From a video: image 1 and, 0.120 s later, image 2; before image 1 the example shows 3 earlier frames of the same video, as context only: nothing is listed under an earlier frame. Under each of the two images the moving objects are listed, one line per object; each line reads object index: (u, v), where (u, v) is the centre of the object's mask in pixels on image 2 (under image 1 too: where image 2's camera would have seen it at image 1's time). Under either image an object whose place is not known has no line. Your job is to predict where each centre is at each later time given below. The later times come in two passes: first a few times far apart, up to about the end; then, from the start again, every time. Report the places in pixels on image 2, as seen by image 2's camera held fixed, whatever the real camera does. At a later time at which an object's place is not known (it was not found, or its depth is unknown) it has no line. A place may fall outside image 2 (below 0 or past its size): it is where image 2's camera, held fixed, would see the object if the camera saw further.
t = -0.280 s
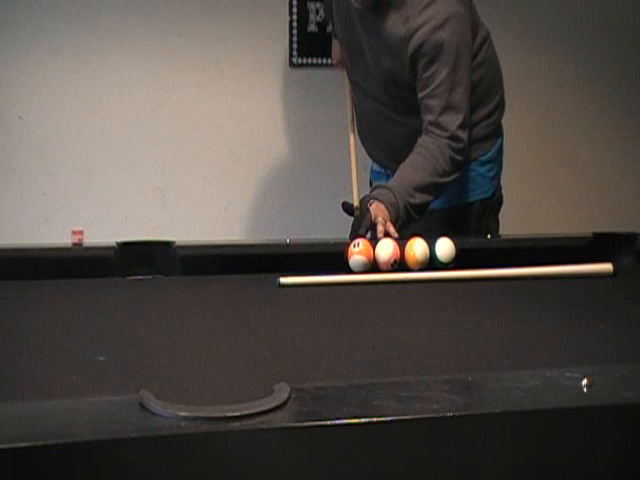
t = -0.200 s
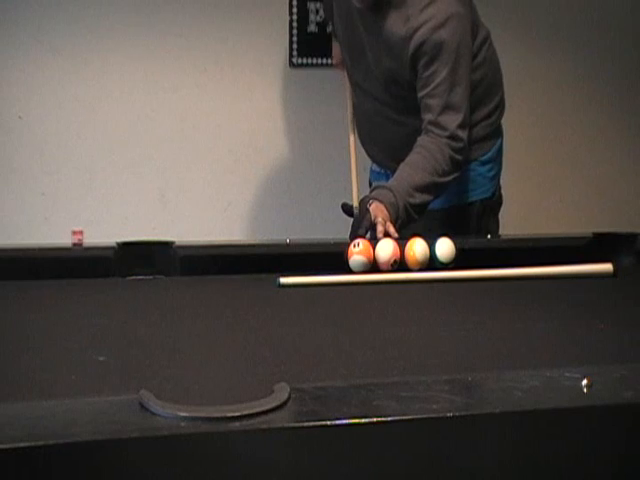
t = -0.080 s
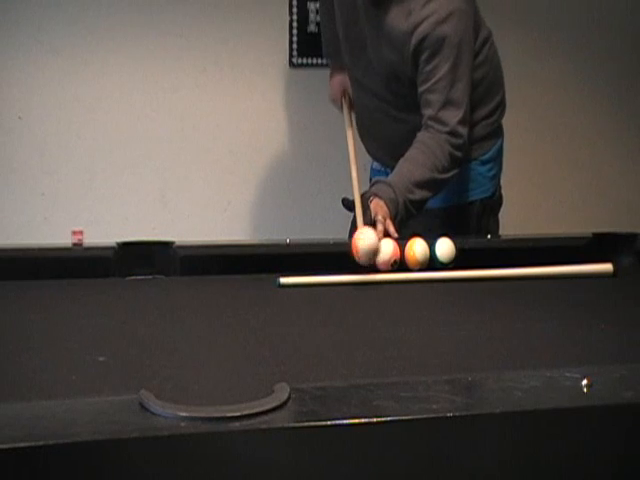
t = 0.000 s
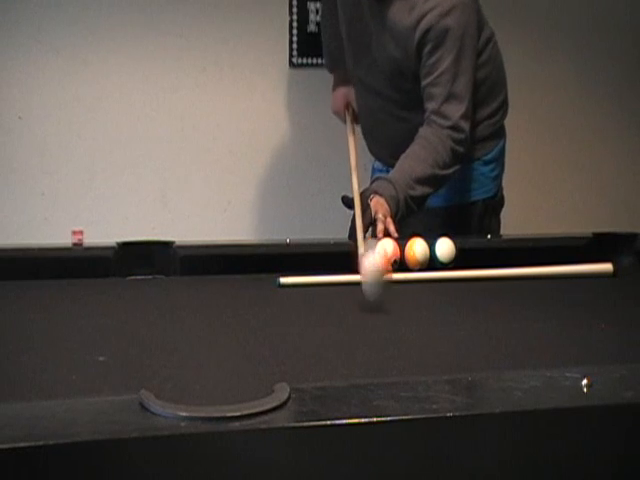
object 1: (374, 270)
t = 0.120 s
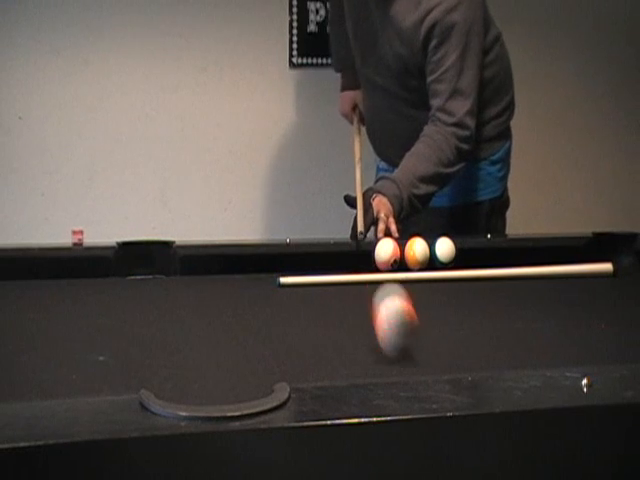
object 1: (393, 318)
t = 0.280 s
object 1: (380, 352)
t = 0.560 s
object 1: (251, 302)
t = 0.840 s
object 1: (180, 269)
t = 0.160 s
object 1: (403, 338)
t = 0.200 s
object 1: (411, 351)
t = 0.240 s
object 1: (407, 357)
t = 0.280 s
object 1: (380, 352)
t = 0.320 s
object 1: (353, 347)
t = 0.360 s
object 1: (332, 339)
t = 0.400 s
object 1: (314, 330)
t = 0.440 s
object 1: (295, 322)
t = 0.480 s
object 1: (278, 313)
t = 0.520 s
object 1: (264, 307)
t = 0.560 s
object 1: (251, 302)
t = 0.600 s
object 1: (239, 296)
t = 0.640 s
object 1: (227, 291)
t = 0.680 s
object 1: (217, 286)
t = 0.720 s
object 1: (207, 281)
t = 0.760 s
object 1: (197, 276)
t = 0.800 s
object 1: (189, 273)
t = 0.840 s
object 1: (180, 269)
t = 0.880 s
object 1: (173, 265)
